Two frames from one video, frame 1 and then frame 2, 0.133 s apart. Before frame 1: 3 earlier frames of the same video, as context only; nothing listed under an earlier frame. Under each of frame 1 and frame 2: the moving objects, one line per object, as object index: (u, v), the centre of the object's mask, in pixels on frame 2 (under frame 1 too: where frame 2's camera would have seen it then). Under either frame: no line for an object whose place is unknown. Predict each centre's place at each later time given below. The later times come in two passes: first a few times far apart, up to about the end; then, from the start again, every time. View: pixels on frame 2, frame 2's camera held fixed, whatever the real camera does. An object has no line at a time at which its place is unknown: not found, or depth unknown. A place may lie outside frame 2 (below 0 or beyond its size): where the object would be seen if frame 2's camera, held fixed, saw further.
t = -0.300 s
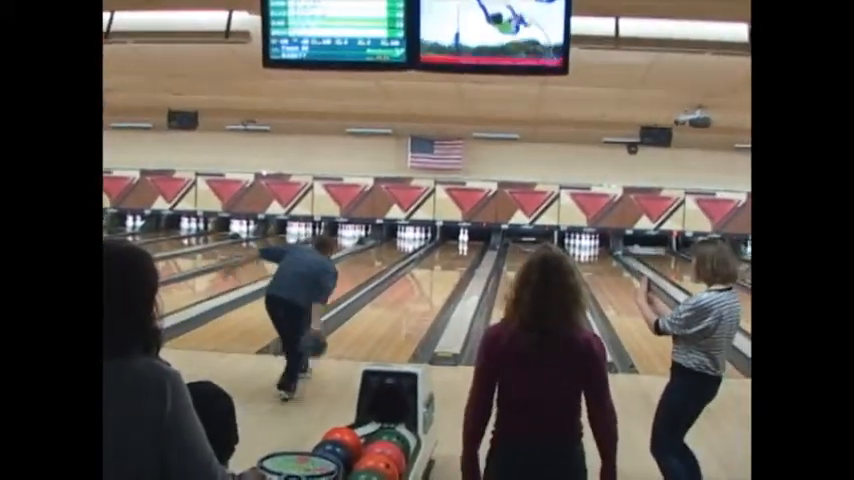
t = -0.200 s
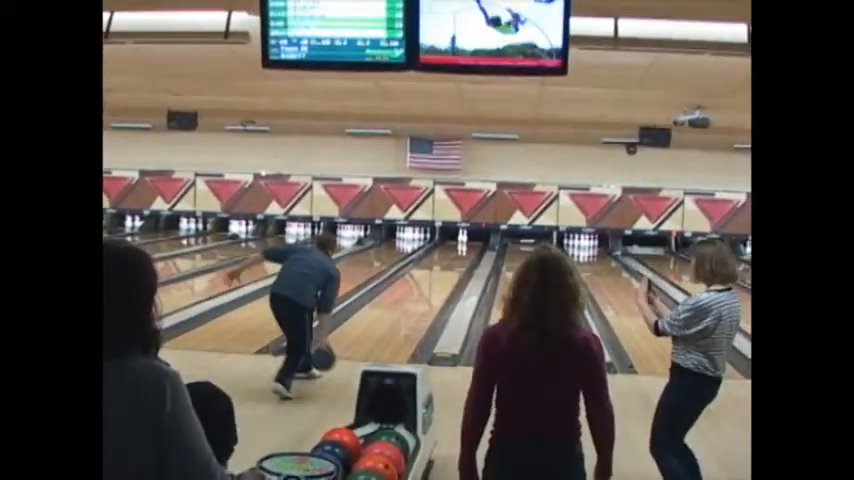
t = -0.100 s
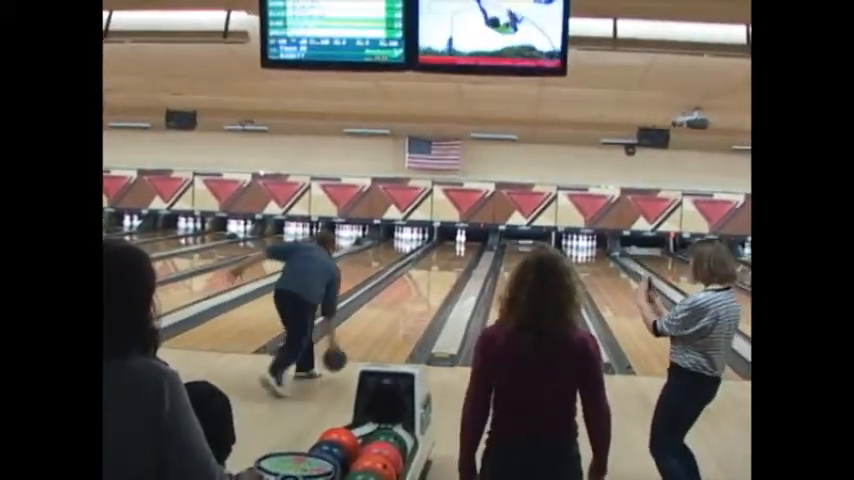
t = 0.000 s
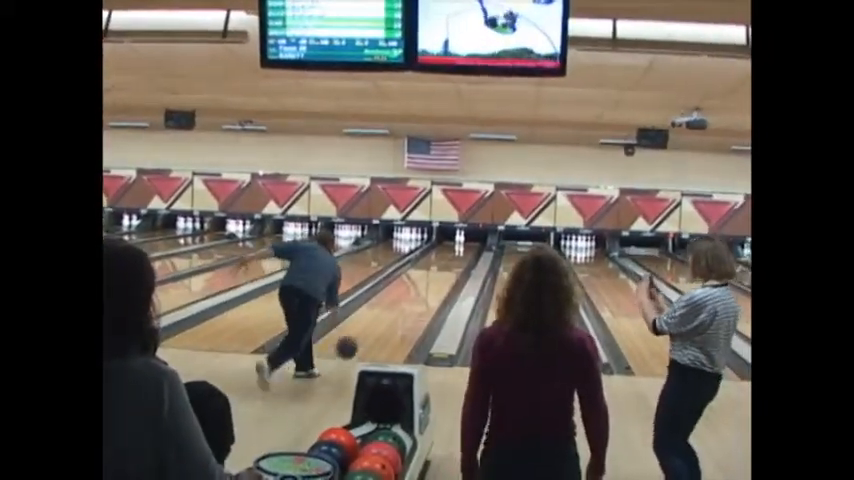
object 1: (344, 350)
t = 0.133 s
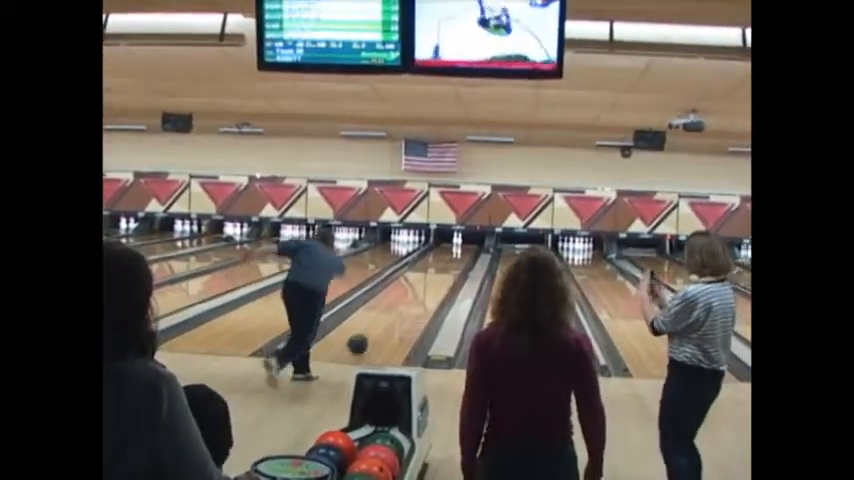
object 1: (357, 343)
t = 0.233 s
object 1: (366, 334)
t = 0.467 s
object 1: (384, 314)
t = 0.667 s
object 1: (395, 302)
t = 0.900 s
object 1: (406, 291)
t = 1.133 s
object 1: (415, 281)
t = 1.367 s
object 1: (423, 273)
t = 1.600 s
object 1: (428, 266)
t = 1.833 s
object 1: (434, 260)
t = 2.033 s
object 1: (436, 259)
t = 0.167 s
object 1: (360, 340)
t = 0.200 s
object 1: (363, 337)
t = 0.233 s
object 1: (366, 334)
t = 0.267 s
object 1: (369, 330)
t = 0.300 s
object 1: (372, 327)
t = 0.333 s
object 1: (374, 325)
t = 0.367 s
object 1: (377, 322)
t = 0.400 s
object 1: (379, 319)
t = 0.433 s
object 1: (382, 317)
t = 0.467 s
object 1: (384, 314)
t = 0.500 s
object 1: (386, 312)
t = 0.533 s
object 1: (388, 310)
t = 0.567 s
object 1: (390, 308)
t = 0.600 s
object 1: (392, 306)
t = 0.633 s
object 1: (393, 304)
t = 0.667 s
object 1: (395, 302)
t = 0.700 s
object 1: (397, 300)
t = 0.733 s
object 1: (399, 298)
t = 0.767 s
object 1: (400, 296)
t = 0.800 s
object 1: (402, 295)
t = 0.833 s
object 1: (404, 293)
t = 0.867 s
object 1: (405, 292)
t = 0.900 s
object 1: (406, 291)
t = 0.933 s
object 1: (408, 289)
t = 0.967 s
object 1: (409, 287)
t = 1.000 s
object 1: (411, 286)
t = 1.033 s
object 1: (411, 285)
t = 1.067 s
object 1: (412, 283)
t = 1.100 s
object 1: (414, 282)
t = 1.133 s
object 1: (415, 281)
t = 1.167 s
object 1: (416, 279)
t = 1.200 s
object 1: (417, 278)
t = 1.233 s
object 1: (418, 277)
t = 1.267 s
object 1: (419, 276)
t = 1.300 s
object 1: (421, 275)
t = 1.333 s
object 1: (422, 274)
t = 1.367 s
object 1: (423, 273)
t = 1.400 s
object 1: (424, 272)
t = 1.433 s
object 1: (425, 270)
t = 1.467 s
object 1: (426, 270)
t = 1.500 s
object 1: (426, 269)
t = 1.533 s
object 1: (427, 268)
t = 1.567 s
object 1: (428, 266)
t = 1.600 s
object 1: (428, 266)
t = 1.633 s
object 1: (429, 266)
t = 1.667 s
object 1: (430, 265)
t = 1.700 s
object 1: (430, 265)
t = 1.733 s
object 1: (431, 264)
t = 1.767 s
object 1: (432, 262)
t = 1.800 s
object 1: (434, 260)
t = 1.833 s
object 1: (434, 260)
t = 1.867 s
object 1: (435, 260)
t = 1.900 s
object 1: (435, 260)
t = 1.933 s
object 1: (436, 259)
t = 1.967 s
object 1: (434, 259)
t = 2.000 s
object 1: (436, 259)
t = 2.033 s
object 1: (436, 259)
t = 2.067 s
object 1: (437, 258)
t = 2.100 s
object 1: (439, 254)
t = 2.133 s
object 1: (439, 255)
